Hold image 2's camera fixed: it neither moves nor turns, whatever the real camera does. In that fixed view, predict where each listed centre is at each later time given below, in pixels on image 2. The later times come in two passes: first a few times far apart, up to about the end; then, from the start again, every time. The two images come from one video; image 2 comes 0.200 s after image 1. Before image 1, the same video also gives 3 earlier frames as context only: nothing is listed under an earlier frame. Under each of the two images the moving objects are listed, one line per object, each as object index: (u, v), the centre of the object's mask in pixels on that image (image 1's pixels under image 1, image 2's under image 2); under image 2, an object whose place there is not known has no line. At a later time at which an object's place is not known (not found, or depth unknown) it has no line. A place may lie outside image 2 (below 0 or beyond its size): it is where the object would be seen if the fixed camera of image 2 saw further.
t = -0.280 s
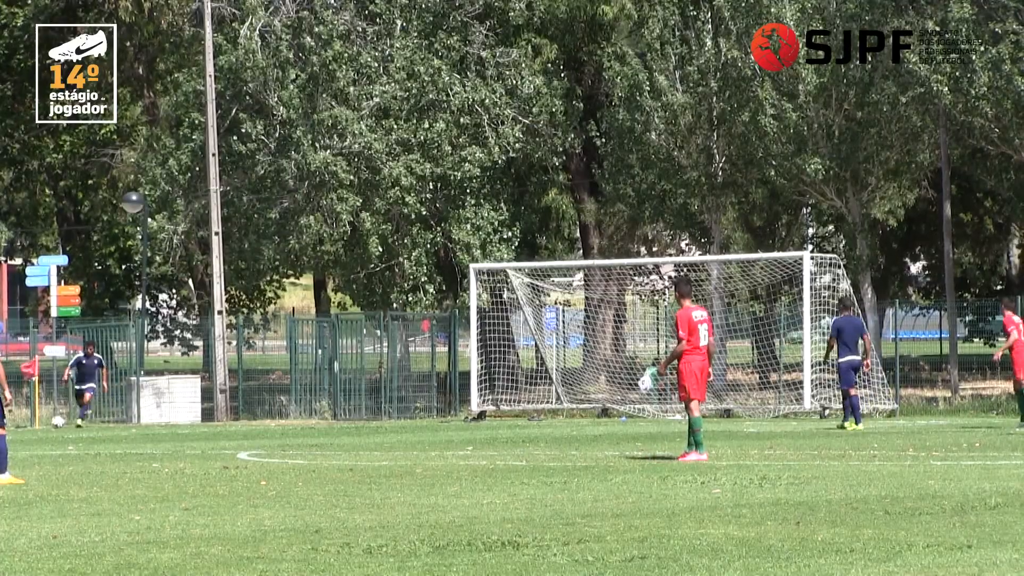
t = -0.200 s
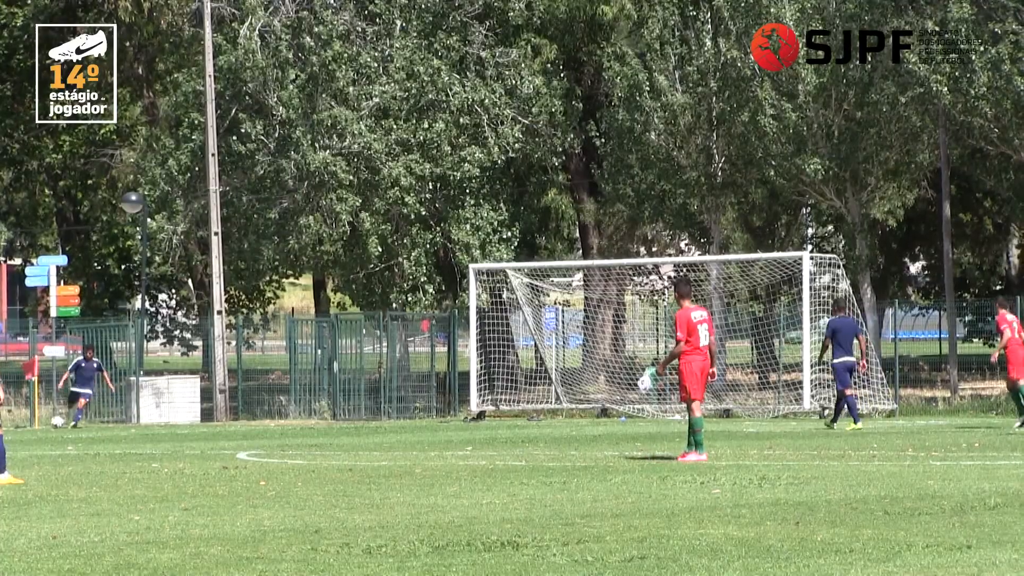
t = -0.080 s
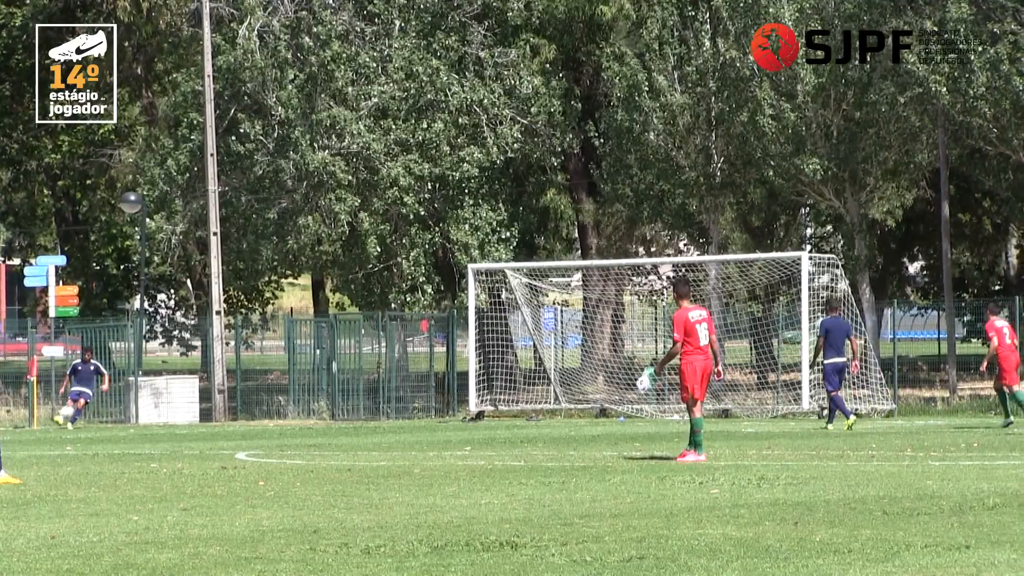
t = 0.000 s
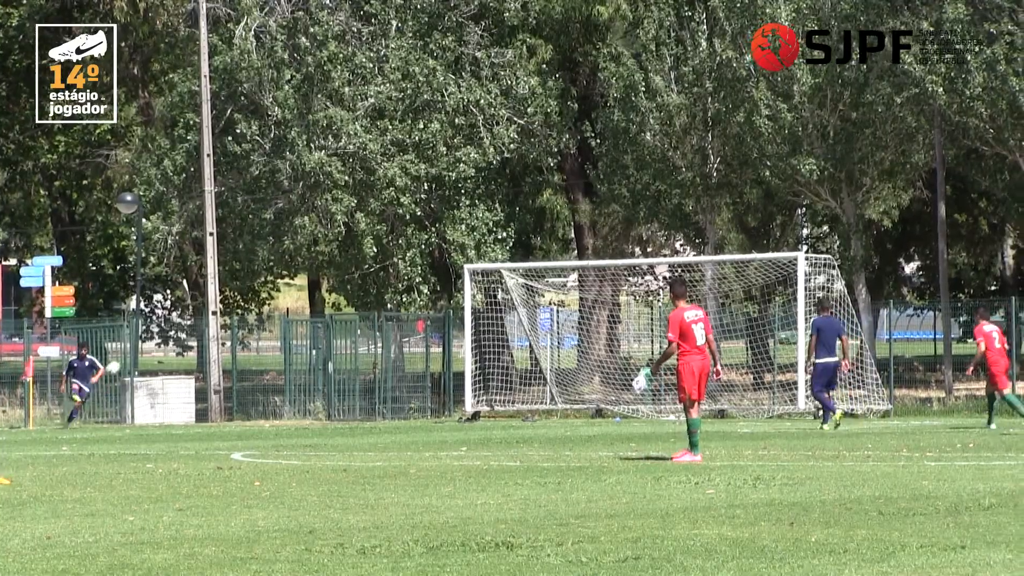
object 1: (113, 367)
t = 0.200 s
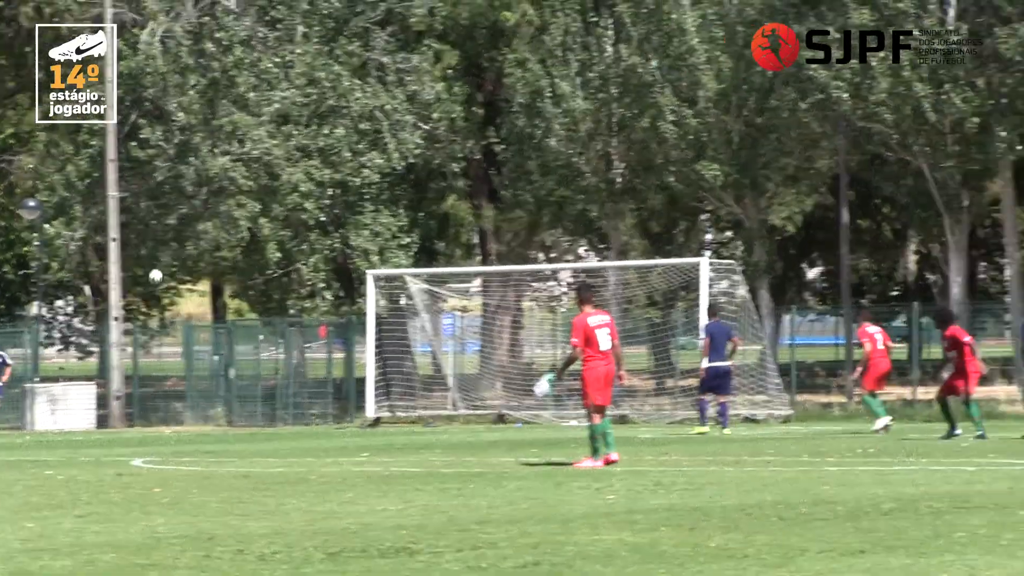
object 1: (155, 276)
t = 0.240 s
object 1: (188, 260)
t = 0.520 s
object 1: (422, 165)
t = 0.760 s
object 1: (635, 120)
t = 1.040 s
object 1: (911, 113)
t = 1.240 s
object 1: (1142, 143)
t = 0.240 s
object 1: (188, 260)
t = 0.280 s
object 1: (220, 244)
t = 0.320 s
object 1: (253, 229)
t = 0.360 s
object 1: (287, 214)
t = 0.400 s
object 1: (321, 200)
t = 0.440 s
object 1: (354, 187)
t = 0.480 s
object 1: (388, 175)
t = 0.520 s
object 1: (422, 165)
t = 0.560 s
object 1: (457, 154)
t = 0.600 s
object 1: (492, 146)
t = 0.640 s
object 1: (528, 138)
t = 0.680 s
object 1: (564, 131)
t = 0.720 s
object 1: (600, 125)
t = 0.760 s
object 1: (635, 120)
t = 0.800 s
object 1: (672, 115)
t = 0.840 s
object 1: (709, 112)
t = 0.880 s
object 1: (746, 111)
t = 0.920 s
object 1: (785, 110)
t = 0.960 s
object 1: (826, 110)
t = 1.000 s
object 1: (868, 110)
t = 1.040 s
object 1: (911, 113)
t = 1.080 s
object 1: (955, 116)
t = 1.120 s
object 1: (1000, 122)
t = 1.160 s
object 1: (1046, 127)
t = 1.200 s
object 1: (1094, 133)
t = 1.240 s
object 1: (1142, 143)
